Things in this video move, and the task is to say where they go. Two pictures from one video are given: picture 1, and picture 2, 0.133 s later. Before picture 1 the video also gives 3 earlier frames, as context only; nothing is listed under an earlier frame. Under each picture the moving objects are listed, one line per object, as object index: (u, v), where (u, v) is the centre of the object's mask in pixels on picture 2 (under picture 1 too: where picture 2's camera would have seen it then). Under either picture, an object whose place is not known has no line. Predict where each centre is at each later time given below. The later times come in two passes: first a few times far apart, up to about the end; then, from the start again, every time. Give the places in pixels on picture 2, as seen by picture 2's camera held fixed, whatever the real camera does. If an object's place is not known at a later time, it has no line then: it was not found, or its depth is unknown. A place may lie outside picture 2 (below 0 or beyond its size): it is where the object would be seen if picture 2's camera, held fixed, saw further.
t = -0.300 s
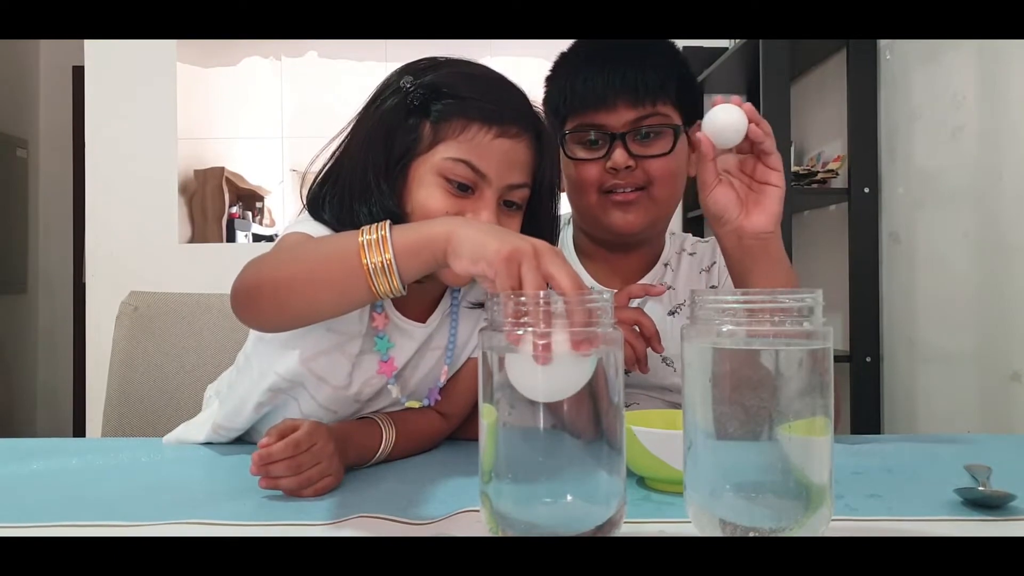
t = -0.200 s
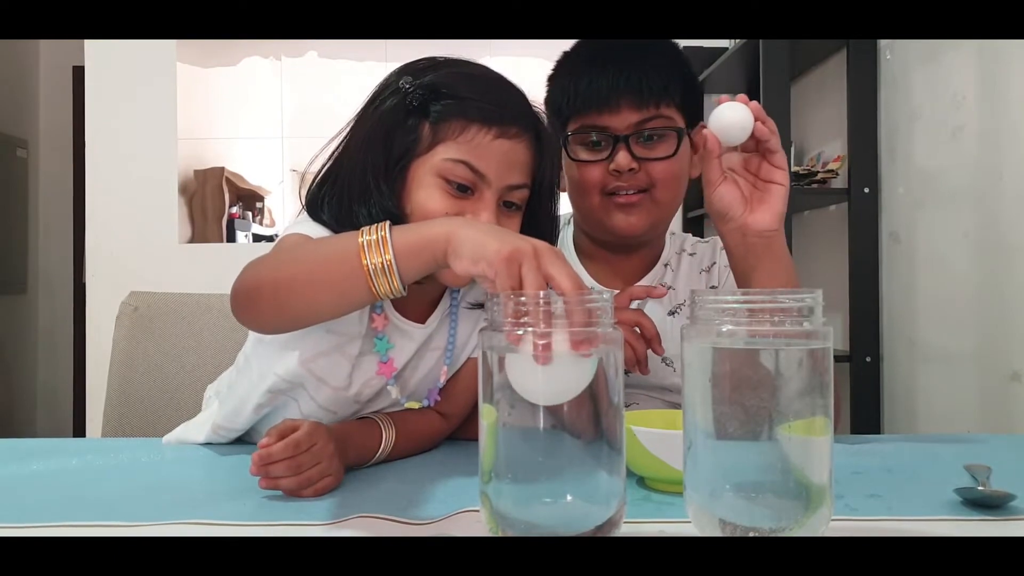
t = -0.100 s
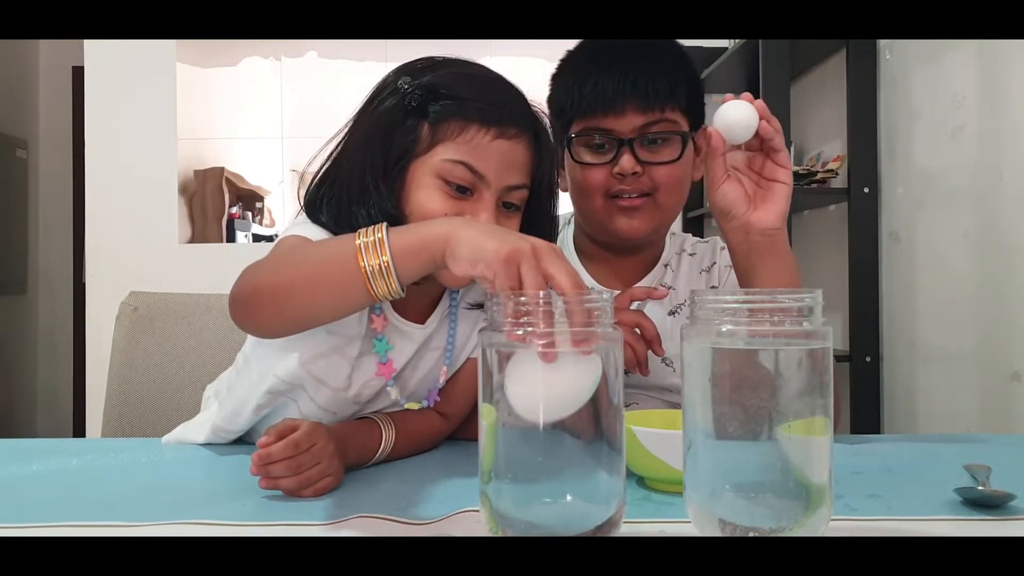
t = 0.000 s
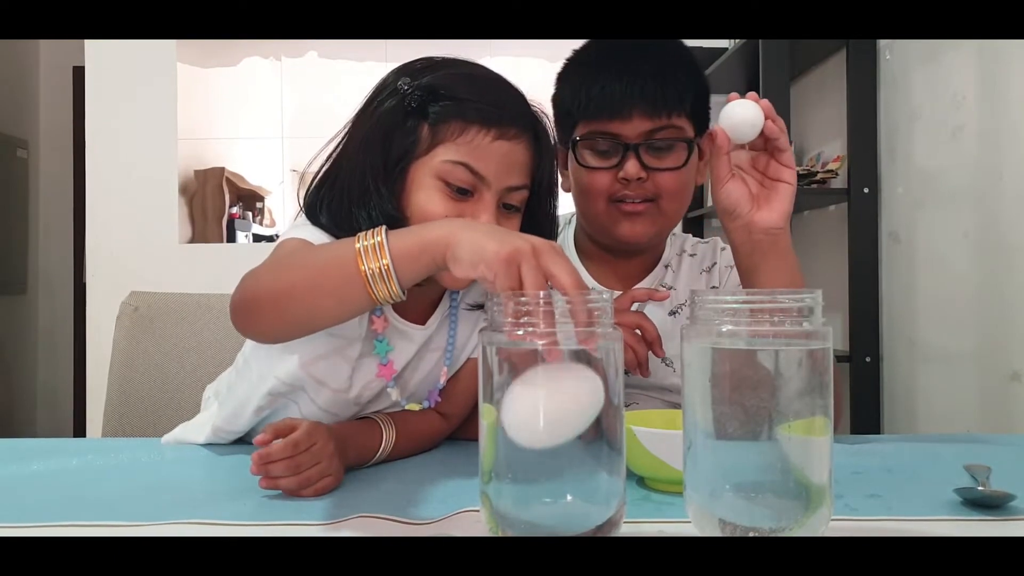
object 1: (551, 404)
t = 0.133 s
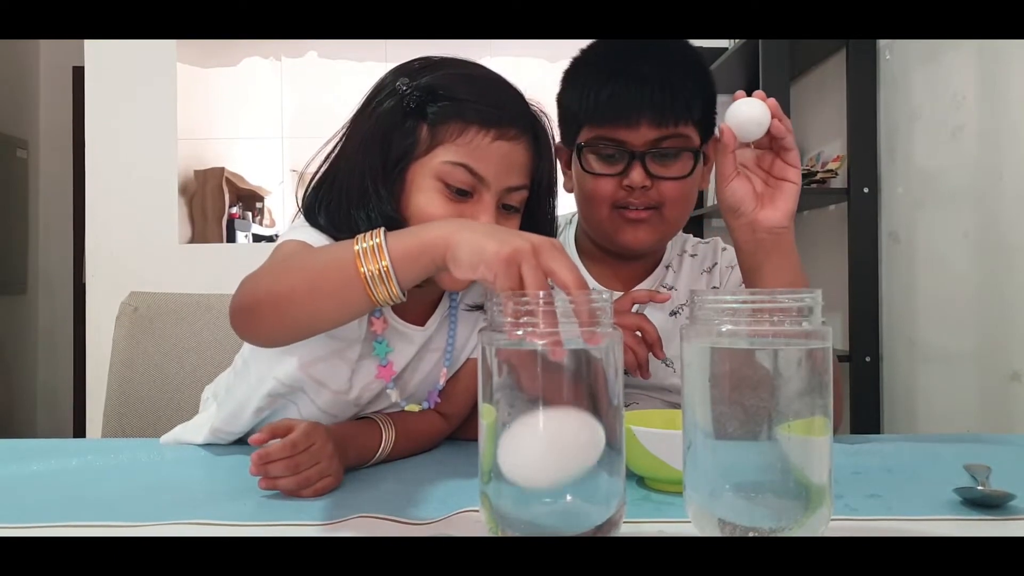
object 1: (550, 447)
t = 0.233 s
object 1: (547, 482)
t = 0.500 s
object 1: (527, 484)
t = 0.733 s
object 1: (514, 482)
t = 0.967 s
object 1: (515, 503)
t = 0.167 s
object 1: (549, 458)
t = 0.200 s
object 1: (548, 470)
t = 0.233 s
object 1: (547, 482)
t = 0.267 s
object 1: (545, 495)
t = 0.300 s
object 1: (545, 504)
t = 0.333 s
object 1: (542, 507)
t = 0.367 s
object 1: (536, 503)
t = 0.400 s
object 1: (533, 498)
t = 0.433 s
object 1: (530, 493)
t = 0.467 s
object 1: (528, 488)
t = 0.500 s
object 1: (527, 484)
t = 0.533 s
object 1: (525, 481)
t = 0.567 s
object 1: (523, 479)
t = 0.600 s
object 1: (521, 477)
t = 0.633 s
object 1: (519, 477)
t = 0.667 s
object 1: (517, 478)
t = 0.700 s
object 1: (516, 479)
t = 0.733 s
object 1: (514, 482)
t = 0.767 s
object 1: (514, 485)
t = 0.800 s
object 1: (513, 489)
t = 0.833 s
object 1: (513, 492)
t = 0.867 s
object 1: (513, 494)
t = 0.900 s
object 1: (514, 497)
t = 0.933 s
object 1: (514, 500)
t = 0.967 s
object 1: (515, 503)
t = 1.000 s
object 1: (515, 506)
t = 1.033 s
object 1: (515, 507)
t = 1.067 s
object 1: (515, 508)
